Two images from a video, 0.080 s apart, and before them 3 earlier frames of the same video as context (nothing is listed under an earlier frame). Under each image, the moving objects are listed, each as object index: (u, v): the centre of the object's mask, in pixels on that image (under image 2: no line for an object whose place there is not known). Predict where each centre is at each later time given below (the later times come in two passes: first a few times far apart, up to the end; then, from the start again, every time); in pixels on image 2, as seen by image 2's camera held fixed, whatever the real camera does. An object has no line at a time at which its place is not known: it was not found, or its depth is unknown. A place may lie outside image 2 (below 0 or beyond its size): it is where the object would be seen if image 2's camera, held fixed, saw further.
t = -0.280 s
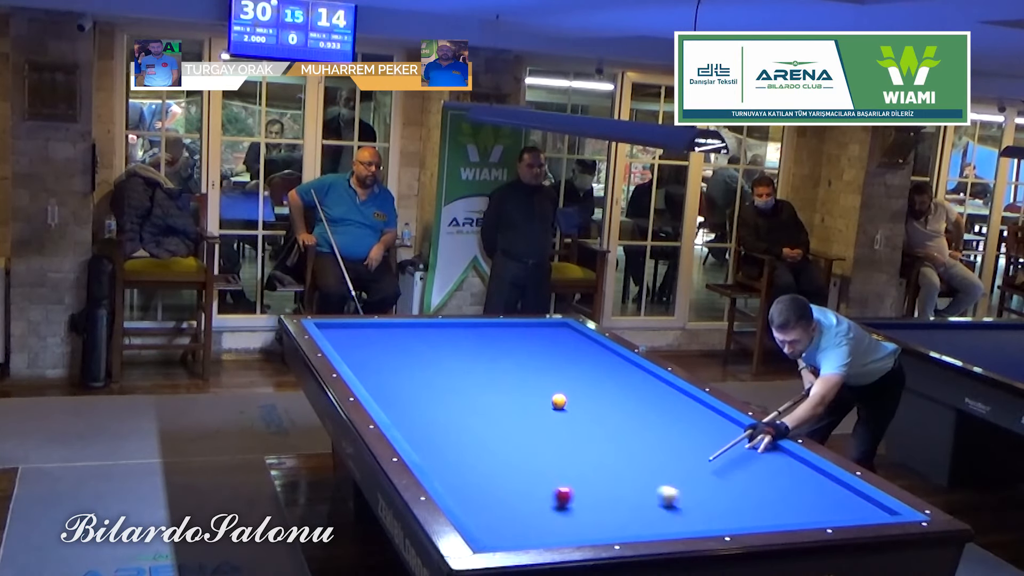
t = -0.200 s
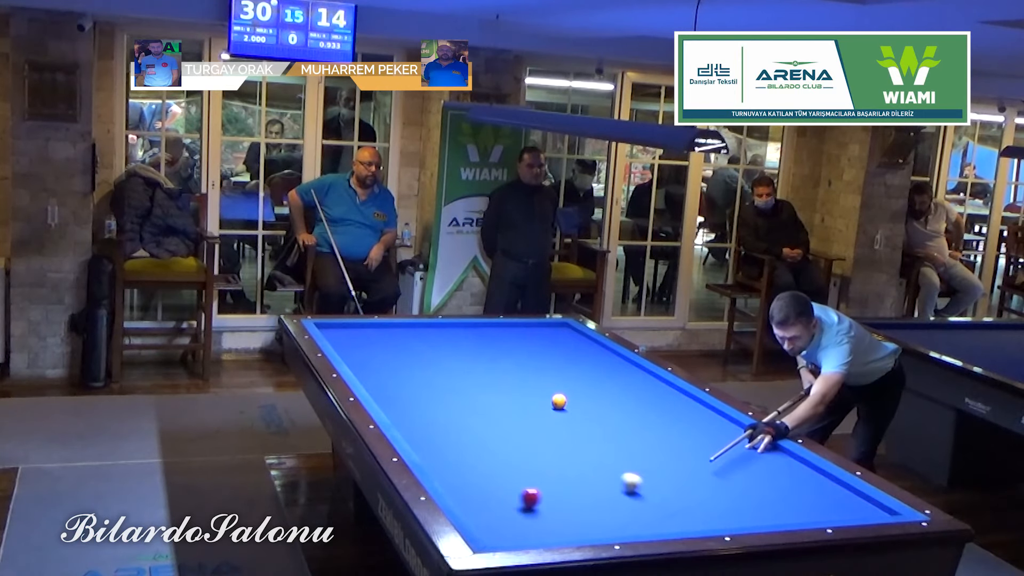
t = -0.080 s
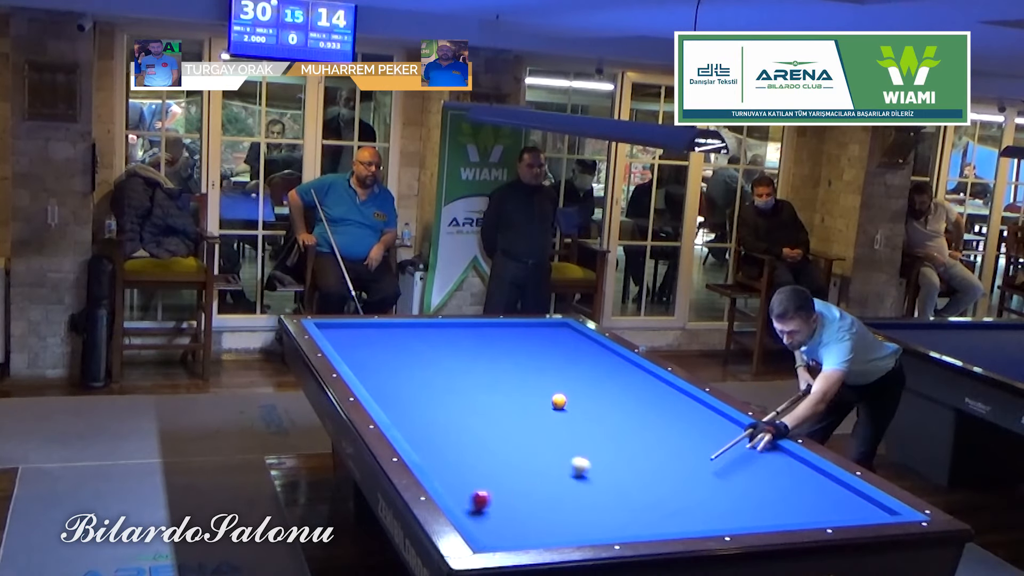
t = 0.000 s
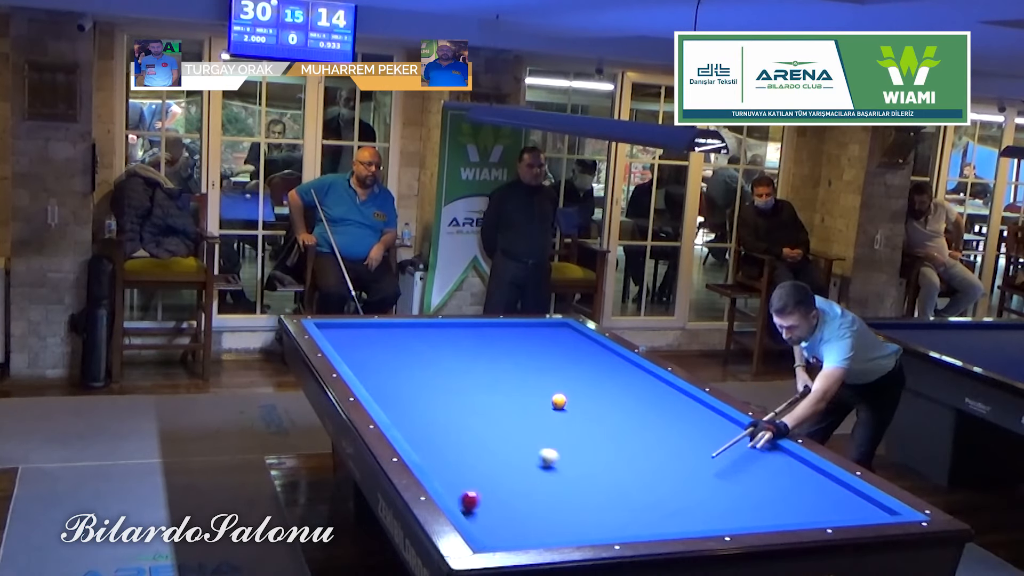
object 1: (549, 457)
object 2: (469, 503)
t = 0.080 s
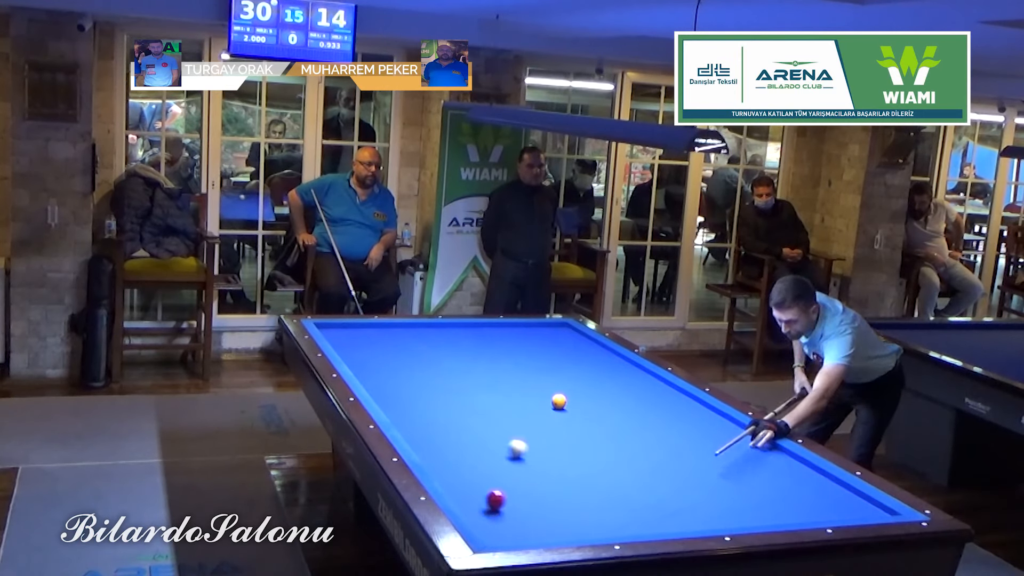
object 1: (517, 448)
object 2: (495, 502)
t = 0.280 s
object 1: (445, 428)
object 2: (544, 500)
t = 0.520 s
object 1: (397, 407)
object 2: (599, 497)
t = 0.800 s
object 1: (415, 385)
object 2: (660, 495)
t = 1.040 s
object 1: (428, 369)
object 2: (709, 493)
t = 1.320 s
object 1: (442, 352)
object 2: (764, 490)
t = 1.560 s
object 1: (452, 339)
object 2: (808, 489)
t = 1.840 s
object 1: (462, 326)
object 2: (835, 488)
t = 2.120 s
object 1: (497, 329)
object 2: (809, 490)
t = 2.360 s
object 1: (533, 335)
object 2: (787, 493)
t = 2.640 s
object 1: (575, 342)
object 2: (761, 495)
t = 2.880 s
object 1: (605, 349)
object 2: (739, 497)
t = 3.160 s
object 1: (599, 356)
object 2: (713, 499)
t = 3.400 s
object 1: (594, 363)
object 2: (692, 501)
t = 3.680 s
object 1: (588, 372)
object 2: (667, 504)
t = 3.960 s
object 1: (582, 381)
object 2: (642, 506)
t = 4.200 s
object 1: (576, 388)
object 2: (622, 508)
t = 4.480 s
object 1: (570, 398)
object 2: (599, 510)
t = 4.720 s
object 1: (574, 403)
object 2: (579, 512)
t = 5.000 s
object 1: (582, 409)
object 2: (556, 514)
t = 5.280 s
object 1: (590, 414)
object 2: (535, 516)
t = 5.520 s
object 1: (596, 418)
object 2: (516, 517)
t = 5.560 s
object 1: (597, 419)
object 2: (513, 518)
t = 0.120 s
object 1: (502, 444)
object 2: (505, 501)
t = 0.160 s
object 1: (488, 440)
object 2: (516, 501)
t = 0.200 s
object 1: (473, 436)
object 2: (526, 500)
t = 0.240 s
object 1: (459, 432)
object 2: (535, 500)
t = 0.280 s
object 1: (445, 428)
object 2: (544, 500)
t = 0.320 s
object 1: (432, 424)
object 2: (554, 499)
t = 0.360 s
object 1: (419, 421)
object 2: (563, 499)
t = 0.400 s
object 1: (406, 417)
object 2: (572, 499)
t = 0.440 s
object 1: (393, 413)
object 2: (581, 498)
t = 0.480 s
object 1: (392, 410)
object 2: (590, 498)
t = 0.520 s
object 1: (397, 407)
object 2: (599, 497)
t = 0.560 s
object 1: (400, 403)
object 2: (608, 497)
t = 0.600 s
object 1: (403, 400)
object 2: (617, 497)
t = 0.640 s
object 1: (405, 397)
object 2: (625, 496)
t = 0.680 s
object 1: (408, 394)
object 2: (634, 496)
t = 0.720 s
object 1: (410, 391)
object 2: (643, 496)
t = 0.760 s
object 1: (413, 388)
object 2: (651, 495)
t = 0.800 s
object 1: (415, 385)
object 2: (660, 495)
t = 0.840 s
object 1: (418, 382)
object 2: (668, 494)
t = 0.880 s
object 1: (420, 379)
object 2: (676, 494)
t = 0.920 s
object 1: (422, 376)
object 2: (685, 494)
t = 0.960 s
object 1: (424, 374)
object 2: (693, 493)
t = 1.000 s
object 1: (426, 371)
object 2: (701, 493)
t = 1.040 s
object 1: (428, 369)
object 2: (709, 493)
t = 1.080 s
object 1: (430, 366)
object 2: (717, 492)
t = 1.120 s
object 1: (432, 364)
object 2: (725, 492)
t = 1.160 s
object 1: (434, 361)
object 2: (733, 492)
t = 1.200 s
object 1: (436, 359)
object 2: (741, 491)
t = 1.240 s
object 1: (438, 357)
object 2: (749, 491)
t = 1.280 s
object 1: (440, 354)
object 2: (756, 491)
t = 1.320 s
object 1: (442, 352)
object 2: (764, 490)
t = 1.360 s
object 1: (443, 350)
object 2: (771, 490)
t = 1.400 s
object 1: (445, 348)
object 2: (779, 490)
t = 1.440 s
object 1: (447, 345)
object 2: (786, 490)
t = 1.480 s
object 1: (449, 343)
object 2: (794, 489)
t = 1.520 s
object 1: (450, 341)
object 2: (801, 489)
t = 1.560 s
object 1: (452, 339)
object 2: (808, 489)
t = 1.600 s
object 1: (453, 337)
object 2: (816, 488)
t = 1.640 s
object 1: (455, 336)
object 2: (823, 488)
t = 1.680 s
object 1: (456, 334)
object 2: (830, 488)
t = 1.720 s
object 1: (458, 332)
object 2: (837, 487)
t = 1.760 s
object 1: (459, 330)
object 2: (844, 487)
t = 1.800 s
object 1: (461, 328)
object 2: (840, 487)
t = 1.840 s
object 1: (462, 326)
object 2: (835, 488)
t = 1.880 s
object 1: (464, 325)
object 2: (831, 488)
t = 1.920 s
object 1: (466, 323)
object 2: (828, 489)
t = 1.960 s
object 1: (473, 324)
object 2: (824, 489)
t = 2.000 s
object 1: (479, 326)
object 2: (820, 489)
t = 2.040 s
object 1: (485, 327)
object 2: (816, 490)
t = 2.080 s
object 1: (491, 328)
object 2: (813, 490)
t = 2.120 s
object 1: (497, 329)
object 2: (809, 490)
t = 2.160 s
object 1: (503, 330)
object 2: (805, 491)
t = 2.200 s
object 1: (509, 331)
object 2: (801, 491)
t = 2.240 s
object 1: (514, 332)
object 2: (798, 491)
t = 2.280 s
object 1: (521, 333)
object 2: (794, 491)
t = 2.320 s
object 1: (527, 334)
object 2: (790, 492)
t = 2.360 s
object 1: (533, 335)
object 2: (787, 493)
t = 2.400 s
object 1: (539, 336)
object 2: (783, 493)
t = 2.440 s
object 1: (545, 337)
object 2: (779, 493)
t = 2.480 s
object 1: (551, 338)
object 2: (775, 494)
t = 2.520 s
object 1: (557, 339)
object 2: (772, 494)
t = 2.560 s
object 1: (563, 340)
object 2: (768, 494)
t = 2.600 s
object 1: (569, 341)
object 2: (764, 494)
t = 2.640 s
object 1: (575, 342)
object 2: (761, 495)
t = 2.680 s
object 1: (581, 343)
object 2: (757, 495)
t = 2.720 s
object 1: (587, 345)
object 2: (753, 496)
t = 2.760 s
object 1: (593, 346)
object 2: (750, 496)
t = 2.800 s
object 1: (599, 347)
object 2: (746, 496)
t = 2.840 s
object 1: (605, 348)
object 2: (742, 497)
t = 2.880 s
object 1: (605, 349)
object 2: (739, 497)
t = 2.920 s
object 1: (604, 350)
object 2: (735, 497)
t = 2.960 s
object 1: (603, 351)
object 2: (731, 498)
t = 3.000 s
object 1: (602, 352)
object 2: (728, 498)
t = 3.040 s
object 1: (601, 353)
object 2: (724, 498)
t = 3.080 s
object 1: (600, 354)
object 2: (720, 498)
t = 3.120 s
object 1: (600, 355)
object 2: (717, 499)
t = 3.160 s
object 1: (599, 356)
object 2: (713, 499)
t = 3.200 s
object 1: (598, 358)
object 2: (710, 500)
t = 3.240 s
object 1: (597, 359)
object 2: (706, 500)
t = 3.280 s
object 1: (596, 360)
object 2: (703, 500)
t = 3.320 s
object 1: (596, 361)
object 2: (699, 500)
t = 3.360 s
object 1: (595, 362)
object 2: (695, 501)
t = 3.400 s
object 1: (594, 363)
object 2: (692, 501)
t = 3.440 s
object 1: (593, 365)
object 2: (688, 502)
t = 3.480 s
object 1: (592, 366)
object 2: (684, 502)
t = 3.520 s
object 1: (591, 367)
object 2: (681, 502)
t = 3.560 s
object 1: (591, 368)
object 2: (677, 502)
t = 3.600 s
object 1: (590, 370)
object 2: (674, 503)
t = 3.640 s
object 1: (589, 370)
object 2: (670, 503)
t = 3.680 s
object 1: (588, 372)
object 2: (667, 504)
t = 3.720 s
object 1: (587, 373)
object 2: (663, 504)
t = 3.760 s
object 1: (586, 374)
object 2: (660, 504)
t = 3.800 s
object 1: (585, 376)
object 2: (656, 504)
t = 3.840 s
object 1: (584, 377)
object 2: (653, 505)
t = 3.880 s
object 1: (584, 378)
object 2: (649, 505)
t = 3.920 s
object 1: (583, 379)
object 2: (646, 506)
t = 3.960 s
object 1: (582, 381)
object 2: (642, 506)
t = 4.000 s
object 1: (581, 382)
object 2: (639, 506)
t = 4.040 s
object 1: (580, 383)
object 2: (636, 506)
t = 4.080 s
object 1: (579, 384)
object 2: (632, 507)
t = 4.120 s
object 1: (578, 386)
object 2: (629, 507)
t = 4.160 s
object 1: (577, 387)
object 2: (626, 507)
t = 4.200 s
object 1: (576, 388)
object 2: (622, 508)
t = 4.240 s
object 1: (575, 390)
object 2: (618, 508)
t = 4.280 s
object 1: (574, 391)
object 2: (615, 509)
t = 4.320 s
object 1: (573, 392)
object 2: (612, 509)
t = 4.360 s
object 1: (572, 394)
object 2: (608, 509)
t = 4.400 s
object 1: (571, 395)
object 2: (605, 509)
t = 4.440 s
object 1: (571, 396)
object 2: (602, 510)
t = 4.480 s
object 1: (570, 398)
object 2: (599, 510)
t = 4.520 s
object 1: (569, 399)
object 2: (595, 511)
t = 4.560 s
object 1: (570, 400)
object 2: (592, 511)
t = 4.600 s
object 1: (571, 401)
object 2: (589, 511)
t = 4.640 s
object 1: (572, 402)
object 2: (585, 511)
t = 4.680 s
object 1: (573, 402)
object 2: (582, 512)
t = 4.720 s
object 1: (574, 403)
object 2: (579, 512)
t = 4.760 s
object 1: (576, 404)
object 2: (576, 512)
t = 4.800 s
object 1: (577, 405)
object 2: (572, 513)
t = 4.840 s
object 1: (578, 406)
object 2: (569, 513)
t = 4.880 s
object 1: (579, 406)
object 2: (566, 513)
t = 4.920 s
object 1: (580, 407)
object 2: (563, 513)
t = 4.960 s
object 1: (581, 408)
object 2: (560, 514)
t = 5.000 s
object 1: (582, 409)
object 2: (556, 514)
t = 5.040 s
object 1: (583, 409)
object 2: (553, 514)
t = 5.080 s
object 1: (584, 410)
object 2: (550, 515)
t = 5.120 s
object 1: (585, 411)
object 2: (547, 515)
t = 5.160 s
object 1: (586, 412)
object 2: (544, 515)
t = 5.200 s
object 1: (587, 413)
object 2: (541, 515)
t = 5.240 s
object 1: (588, 413)
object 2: (538, 515)
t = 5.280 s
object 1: (590, 414)
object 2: (535, 516)
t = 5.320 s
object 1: (591, 415)
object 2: (532, 516)
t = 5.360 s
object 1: (591, 416)
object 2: (529, 516)
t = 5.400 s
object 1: (592, 416)
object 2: (526, 517)
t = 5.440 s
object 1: (594, 417)
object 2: (522, 517)
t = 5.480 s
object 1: (595, 418)
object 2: (519, 517)
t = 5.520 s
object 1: (596, 418)
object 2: (516, 517)
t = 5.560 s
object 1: (597, 419)
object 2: (513, 518)
